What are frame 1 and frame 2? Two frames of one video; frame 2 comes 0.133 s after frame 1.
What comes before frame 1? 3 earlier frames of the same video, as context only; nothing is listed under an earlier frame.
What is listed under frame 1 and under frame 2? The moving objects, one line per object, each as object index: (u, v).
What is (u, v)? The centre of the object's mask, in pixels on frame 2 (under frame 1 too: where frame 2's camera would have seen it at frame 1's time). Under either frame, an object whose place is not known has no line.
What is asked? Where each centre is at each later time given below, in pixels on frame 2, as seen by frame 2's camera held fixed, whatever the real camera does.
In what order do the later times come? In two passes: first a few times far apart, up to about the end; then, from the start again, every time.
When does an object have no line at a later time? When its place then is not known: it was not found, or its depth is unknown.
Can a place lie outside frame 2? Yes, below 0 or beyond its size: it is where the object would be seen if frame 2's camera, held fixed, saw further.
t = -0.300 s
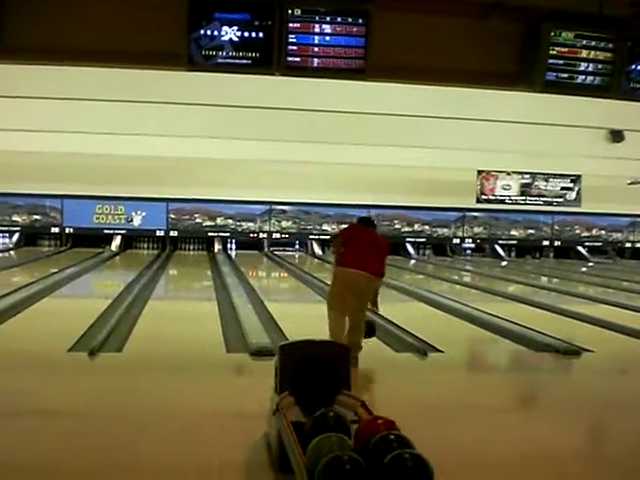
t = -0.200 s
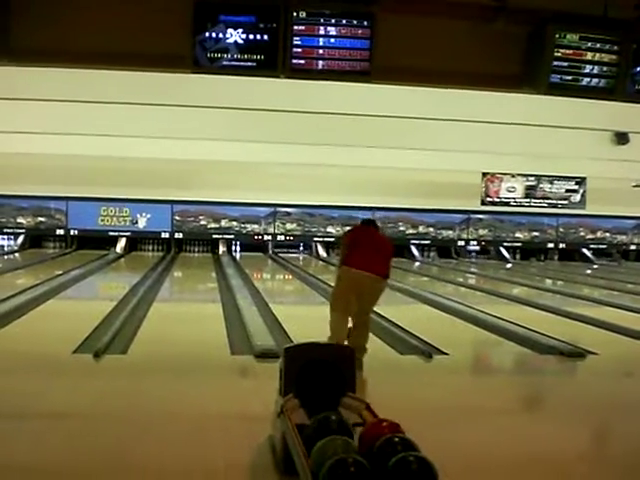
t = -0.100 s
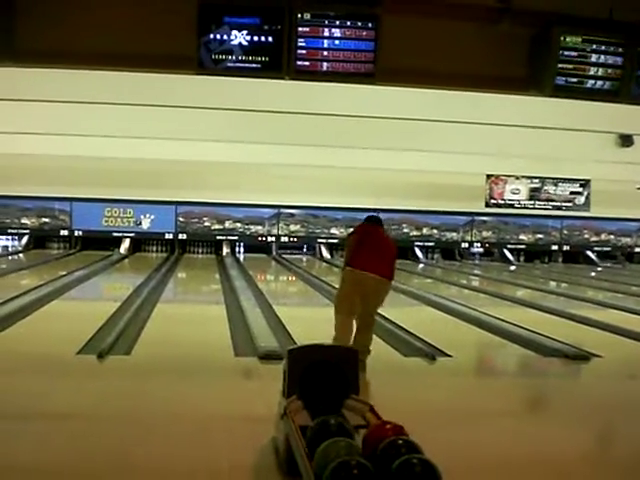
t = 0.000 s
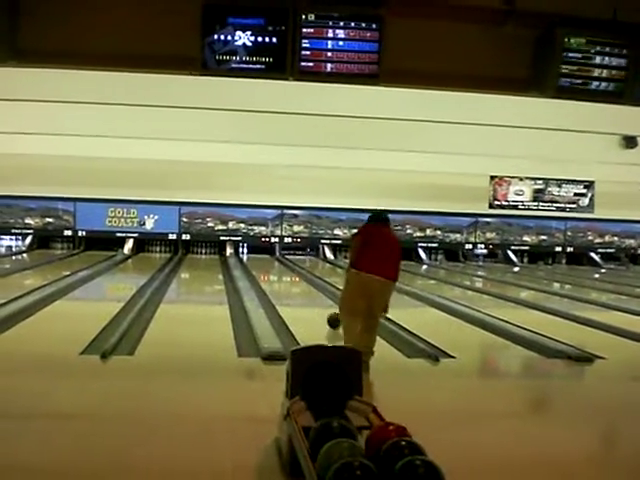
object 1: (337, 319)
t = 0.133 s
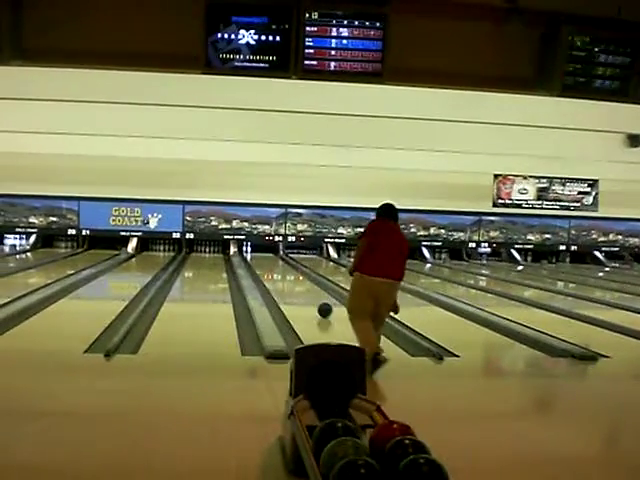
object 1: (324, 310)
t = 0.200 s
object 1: (318, 306)
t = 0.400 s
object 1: (303, 296)
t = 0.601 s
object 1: (291, 287)
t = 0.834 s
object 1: (279, 279)
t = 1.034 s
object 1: (271, 275)
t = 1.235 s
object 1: (263, 270)
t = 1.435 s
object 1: (257, 266)
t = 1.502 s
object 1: (257, 265)
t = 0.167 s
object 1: (321, 308)
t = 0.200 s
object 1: (318, 306)
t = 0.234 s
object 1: (316, 304)
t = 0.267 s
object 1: (313, 302)
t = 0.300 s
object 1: (311, 300)
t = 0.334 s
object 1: (308, 298)
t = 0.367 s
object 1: (305, 297)
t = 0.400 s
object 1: (303, 296)
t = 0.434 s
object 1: (301, 294)
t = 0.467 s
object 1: (298, 292)
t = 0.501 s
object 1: (297, 291)
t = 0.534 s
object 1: (294, 290)
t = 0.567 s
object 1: (292, 288)
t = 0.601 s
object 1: (291, 287)
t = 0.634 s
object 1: (289, 286)
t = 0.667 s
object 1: (287, 285)
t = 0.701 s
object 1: (285, 283)
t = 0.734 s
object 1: (284, 282)
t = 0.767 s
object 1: (282, 281)
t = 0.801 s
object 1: (281, 280)
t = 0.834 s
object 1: (279, 279)
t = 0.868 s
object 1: (278, 278)
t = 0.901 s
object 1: (277, 277)
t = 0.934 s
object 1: (275, 276)
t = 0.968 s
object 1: (274, 276)
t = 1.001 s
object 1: (272, 275)
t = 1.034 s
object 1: (271, 275)
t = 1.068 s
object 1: (269, 273)
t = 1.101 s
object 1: (268, 272)
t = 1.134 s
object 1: (268, 272)
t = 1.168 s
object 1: (266, 271)
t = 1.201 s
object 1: (265, 270)
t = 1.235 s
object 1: (263, 270)
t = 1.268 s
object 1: (263, 270)
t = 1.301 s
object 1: (261, 268)
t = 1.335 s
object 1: (262, 268)
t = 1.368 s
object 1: (260, 267)
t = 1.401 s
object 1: (258, 266)
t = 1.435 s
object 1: (257, 266)
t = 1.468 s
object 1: (257, 265)
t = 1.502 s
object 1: (257, 265)
